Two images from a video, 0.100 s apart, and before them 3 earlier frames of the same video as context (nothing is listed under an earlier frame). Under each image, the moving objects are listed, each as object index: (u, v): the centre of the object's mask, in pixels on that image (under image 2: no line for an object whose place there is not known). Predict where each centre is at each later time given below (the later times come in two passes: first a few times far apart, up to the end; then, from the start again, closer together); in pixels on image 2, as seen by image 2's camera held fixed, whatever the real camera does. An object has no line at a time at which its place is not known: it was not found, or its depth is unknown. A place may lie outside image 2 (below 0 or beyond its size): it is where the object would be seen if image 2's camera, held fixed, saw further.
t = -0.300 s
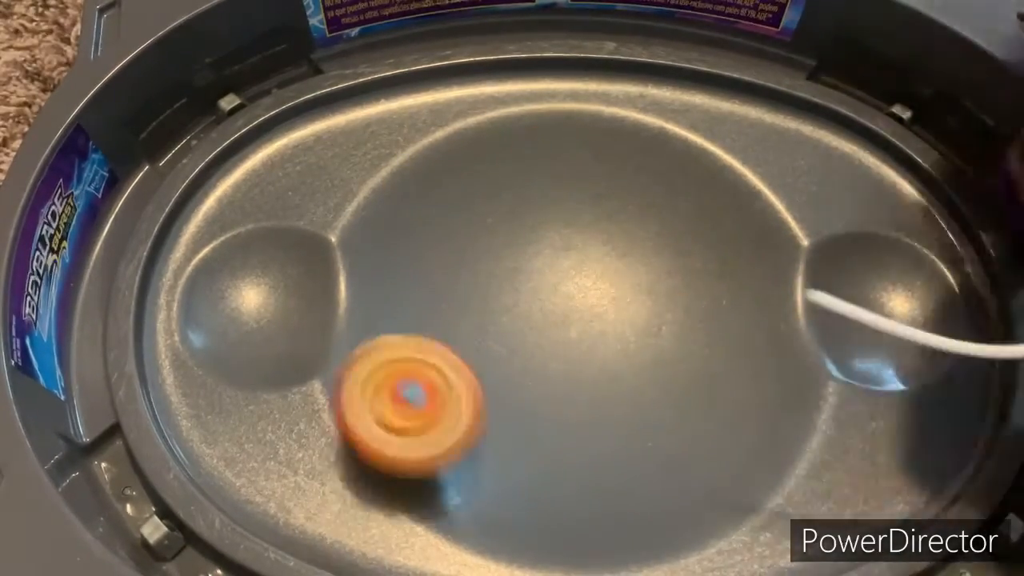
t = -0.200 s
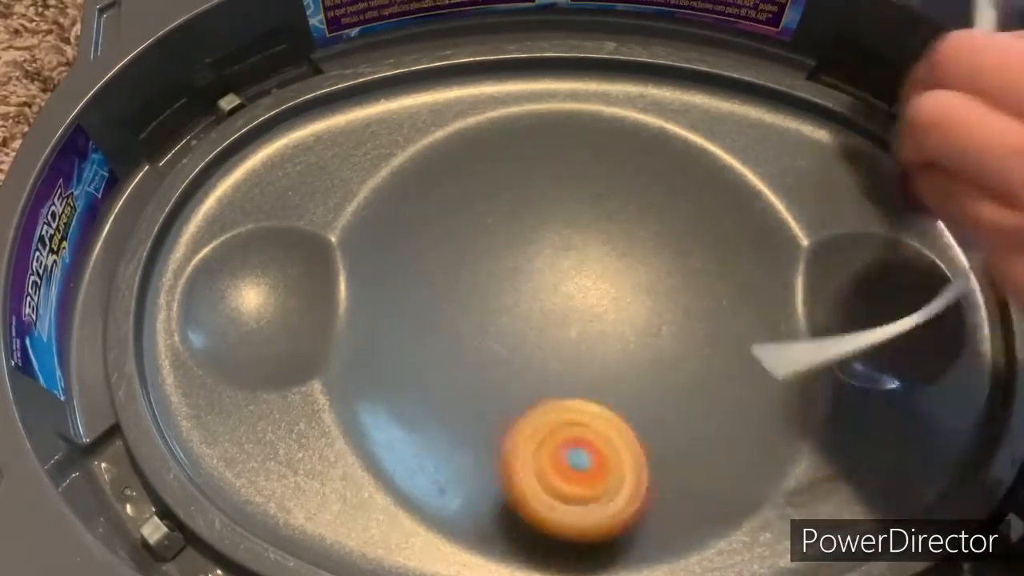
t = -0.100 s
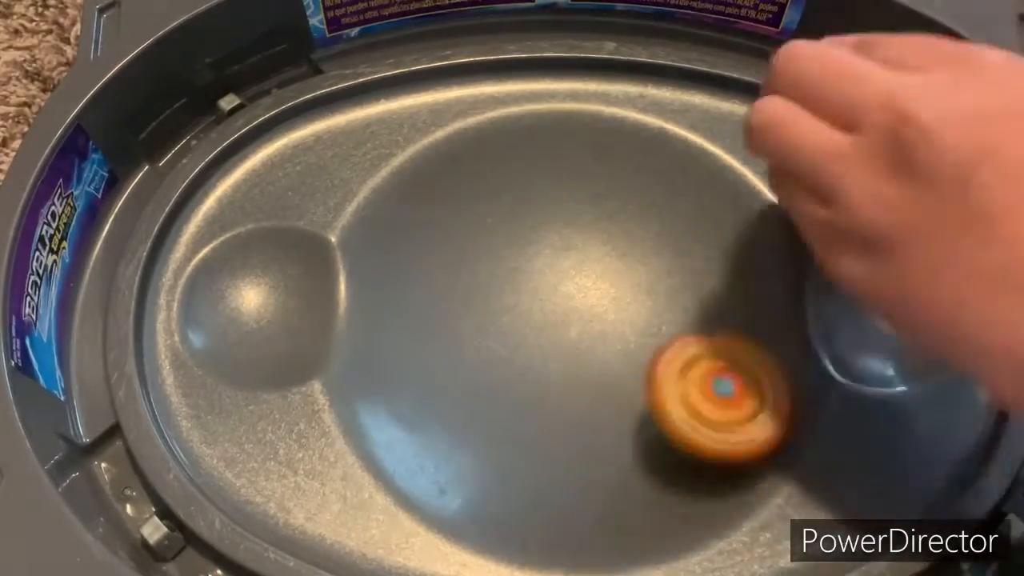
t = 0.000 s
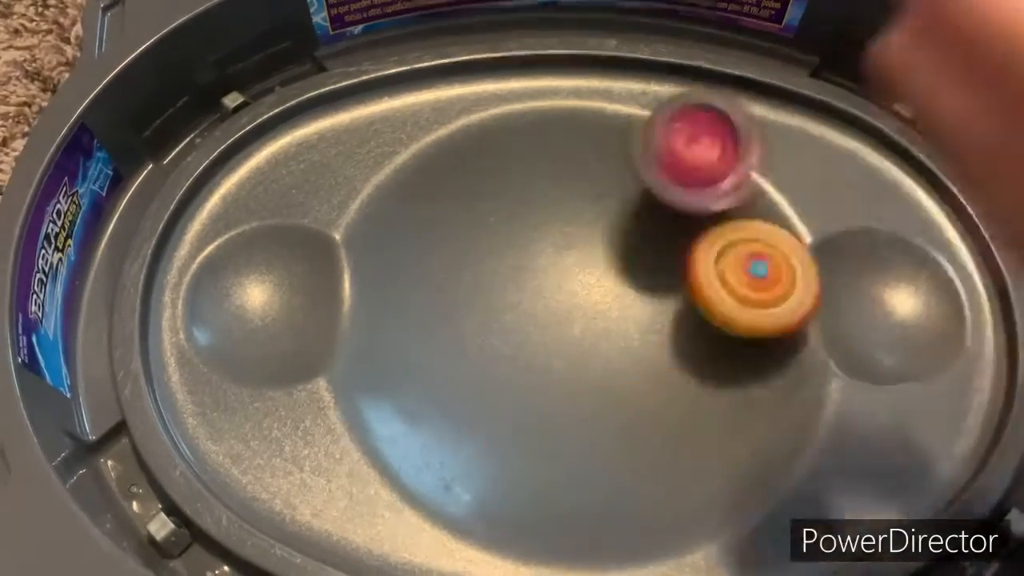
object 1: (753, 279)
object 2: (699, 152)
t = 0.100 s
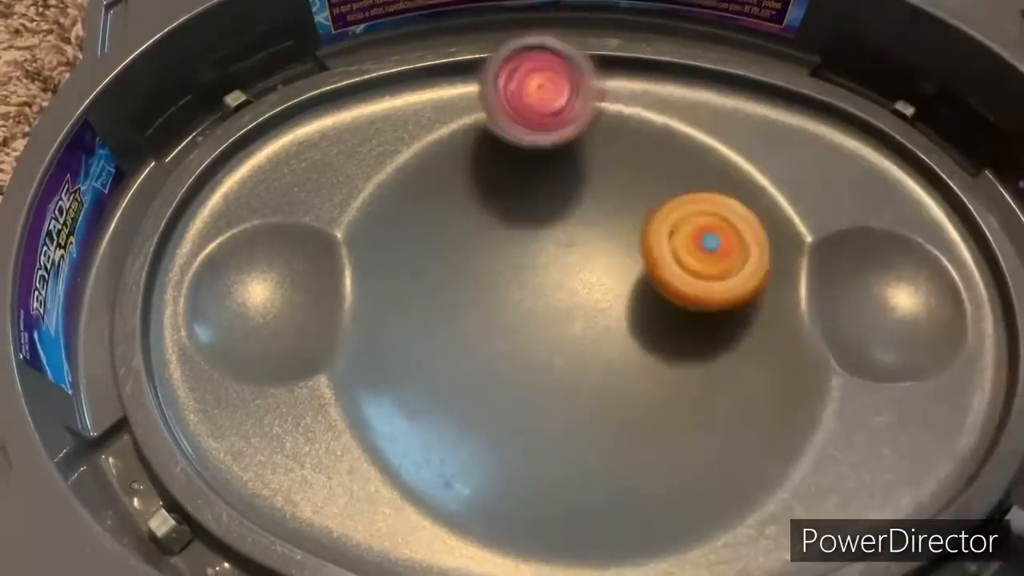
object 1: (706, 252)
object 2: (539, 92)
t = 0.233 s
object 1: (588, 232)
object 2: (372, 83)
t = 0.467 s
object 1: (513, 307)
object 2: (360, 171)
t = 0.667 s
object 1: (713, 373)
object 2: (541, 308)
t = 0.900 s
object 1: (823, 300)
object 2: (687, 216)
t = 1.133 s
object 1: (872, 283)
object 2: (511, 167)
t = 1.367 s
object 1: (903, 268)
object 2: (529, 447)
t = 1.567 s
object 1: (856, 289)
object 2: (836, 419)
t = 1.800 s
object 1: (937, 170)
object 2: (961, 360)
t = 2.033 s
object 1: (776, 105)
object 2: (884, 235)
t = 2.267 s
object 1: (593, 84)
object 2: (634, 320)
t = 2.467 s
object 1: (446, 215)
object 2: (463, 371)
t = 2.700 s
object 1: (470, 302)
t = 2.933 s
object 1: (613, 323)
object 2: (744, 305)
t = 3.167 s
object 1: (647, 258)
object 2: (560, 103)
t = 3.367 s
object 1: (633, 248)
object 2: (287, 297)
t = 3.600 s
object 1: (607, 305)
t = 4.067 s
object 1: (684, 306)
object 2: (553, 423)
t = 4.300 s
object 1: (664, 220)
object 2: (595, 318)
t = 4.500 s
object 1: (642, 174)
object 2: (435, 285)
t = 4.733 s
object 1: (589, 249)
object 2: (502, 361)
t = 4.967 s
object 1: (698, 288)
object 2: (526, 350)
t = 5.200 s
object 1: (660, 345)
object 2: (499, 281)
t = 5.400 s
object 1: (586, 339)
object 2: (459, 272)
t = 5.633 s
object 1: (655, 322)
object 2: (430, 261)
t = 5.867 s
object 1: (687, 256)
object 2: (555, 275)
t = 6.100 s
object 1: (715, 283)
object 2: (599, 189)
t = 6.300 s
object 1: (598, 348)
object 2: (591, 201)
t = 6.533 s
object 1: (539, 377)
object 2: (618, 274)
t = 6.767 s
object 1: (549, 356)
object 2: (712, 286)
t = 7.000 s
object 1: (576, 300)
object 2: (683, 291)
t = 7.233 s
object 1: (576, 264)
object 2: (638, 341)
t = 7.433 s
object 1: (632, 258)
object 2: (599, 377)
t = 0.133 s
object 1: (678, 246)
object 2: (488, 84)
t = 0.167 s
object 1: (648, 241)
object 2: (444, 81)
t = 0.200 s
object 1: (617, 236)
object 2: (405, 80)
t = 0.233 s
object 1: (588, 232)
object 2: (372, 83)
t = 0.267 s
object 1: (562, 233)
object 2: (348, 93)
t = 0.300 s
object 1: (538, 238)
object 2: (332, 104)
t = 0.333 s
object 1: (519, 248)
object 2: (322, 114)
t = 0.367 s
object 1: (507, 260)
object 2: (320, 128)
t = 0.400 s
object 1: (502, 276)
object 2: (327, 142)
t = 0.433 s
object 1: (503, 291)
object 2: (341, 154)
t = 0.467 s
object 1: (513, 307)
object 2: (360, 171)
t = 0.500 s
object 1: (528, 321)
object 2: (385, 197)
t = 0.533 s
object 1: (546, 331)
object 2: (422, 232)
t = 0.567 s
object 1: (575, 340)
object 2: (463, 265)
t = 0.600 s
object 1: (626, 361)
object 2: (480, 281)
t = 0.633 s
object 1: (674, 372)
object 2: (507, 297)
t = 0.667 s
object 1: (713, 373)
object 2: (541, 308)
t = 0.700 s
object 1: (739, 368)
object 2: (580, 314)
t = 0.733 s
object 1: (760, 361)
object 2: (610, 317)
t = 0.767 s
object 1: (781, 349)
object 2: (643, 309)
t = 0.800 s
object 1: (803, 340)
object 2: (666, 288)
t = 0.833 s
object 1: (816, 332)
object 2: (677, 267)
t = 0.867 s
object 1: (822, 319)
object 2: (687, 244)
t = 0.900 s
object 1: (823, 300)
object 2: (687, 216)
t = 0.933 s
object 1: (820, 284)
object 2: (679, 193)
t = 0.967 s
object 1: (824, 272)
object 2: (666, 172)
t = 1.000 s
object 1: (828, 262)
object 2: (640, 153)
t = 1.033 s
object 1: (832, 259)
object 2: (612, 144)
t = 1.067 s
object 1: (843, 266)
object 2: (579, 140)
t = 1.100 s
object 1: (859, 272)
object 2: (542, 149)
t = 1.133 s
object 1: (872, 283)
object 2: (511, 167)
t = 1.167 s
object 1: (893, 294)
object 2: (483, 193)
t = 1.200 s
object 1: (912, 299)
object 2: (464, 229)
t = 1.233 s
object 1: (922, 300)
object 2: (453, 270)
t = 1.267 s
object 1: (928, 299)
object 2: (451, 315)
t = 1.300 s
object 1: (924, 288)
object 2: (467, 363)
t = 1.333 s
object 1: (913, 278)
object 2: (488, 405)
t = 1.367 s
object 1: (903, 268)
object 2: (529, 447)
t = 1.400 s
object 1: (887, 258)
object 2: (570, 475)
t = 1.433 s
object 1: (875, 257)
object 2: (631, 495)
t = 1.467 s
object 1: (864, 258)
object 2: (685, 494)
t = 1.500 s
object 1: (855, 265)
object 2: (743, 480)
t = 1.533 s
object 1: (853, 278)
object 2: (790, 452)
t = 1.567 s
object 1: (856, 289)
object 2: (836, 419)
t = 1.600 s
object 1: (867, 284)
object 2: (871, 401)
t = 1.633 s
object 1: (891, 256)
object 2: (901, 404)
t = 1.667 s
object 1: (914, 226)
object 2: (930, 415)
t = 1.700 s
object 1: (932, 202)
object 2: (952, 410)
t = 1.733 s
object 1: (940, 188)
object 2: (964, 399)
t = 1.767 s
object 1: (943, 177)
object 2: (961, 380)
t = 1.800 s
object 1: (937, 170)
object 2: (961, 360)
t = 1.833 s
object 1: (920, 167)
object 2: (964, 346)
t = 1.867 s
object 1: (901, 163)
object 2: (964, 330)
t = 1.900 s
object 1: (882, 159)
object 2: (962, 309)
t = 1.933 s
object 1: (861, 154)
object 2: (955, 286)
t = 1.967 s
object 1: (839, 148)
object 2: (931, 256)
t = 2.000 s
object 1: (806, 125)
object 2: (909, 240)
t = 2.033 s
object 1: (776, 105)
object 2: (884, 235)
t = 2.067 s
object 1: (750, 87)
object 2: (856, 240)
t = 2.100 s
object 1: (724, 72)
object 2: (831, 251)
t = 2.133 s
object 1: (702, 63)
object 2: (806, 273)
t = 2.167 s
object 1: (671, 66)
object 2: (772, 293)
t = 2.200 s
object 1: (647, 69)
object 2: (721, 307)
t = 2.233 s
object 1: (621, 74)
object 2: (676, 314)
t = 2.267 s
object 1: (593, 84)
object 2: (634, 320)
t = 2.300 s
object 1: (565, 101)
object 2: (591, 321)
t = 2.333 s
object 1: (535, 122)
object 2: (556, 324)
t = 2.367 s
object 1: (507, 150)
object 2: (526, 325)
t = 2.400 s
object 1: (479, 177)
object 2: (502, 330)
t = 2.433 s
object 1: (457, 210)
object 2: (479, 336)
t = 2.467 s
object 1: (446, 215)
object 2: (463, 371)
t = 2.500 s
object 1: (440, 221)
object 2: (457, 406)
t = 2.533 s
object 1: (437, 230)
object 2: (460, 441)
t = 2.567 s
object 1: (437, 243)
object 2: (476, 475)
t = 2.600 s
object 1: (438, 259)
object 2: (502, 500)
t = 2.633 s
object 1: (445, 273)
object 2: (530, 515)
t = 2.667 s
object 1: (456, 288)
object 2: (559, 521)
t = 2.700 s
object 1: (470, 302)
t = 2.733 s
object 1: (488, 316)
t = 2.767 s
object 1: (509, 326)
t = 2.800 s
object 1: (530, 331)
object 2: (680, 479)
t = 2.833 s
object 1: (555, 332)
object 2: (709, 448)
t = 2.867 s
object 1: (577, 333)
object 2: (734, 406)
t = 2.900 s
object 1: (597, 329)
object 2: (746, 356)
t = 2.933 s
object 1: (613, 323)
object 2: (744, 305)
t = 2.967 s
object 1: (622, 311)
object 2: (745, 258)
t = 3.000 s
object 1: (630, 299)
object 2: (737, 214)
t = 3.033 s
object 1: (638, 290)
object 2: (717, 176)
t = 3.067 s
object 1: (643, 279)
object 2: (688, 144)
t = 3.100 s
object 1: (648, 270)
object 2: (652, 122)
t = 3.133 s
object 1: (649, 265)
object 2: (608, 107)
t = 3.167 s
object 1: (647, 258)
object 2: (560, 103)
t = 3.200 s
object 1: (647, 248)
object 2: (509, 109)
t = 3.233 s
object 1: (649, 245)
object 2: (456, 126)
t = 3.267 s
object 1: (644, 244)
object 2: (406, 155)
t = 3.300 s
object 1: (640, 242)
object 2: (361, 190)
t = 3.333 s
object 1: (636, 243)
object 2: (325, 239)
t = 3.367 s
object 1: (633, 248)
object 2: (287, 297)
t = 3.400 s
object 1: (624, 253)
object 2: (251, 328)
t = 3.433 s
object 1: (618, 259)
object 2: (221, 353)
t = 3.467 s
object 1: (614, 267)
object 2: (195, 382)
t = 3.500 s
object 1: (614, 276)
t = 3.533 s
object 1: (609, 286)
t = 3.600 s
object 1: (607, 305)
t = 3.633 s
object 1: (608, 316)
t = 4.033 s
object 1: (653, 335)
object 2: (554, 420)
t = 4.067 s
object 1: (684, 306)
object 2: (553, 423)
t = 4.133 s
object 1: (716, 259)
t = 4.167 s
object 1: (717, 244)
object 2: (594, 395)
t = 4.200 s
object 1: (710, 234)
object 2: (598, 379)
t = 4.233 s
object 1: (697, 228)
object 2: (604, 360)
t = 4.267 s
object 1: (680, 224)
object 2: (606, 340)
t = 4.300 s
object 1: (664, 220)
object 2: (595, 318)
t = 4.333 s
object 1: (672, 200)
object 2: (565, 307)
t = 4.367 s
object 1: (673, 184)
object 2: (537, 296)
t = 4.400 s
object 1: (670, 175)
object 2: (504, 287)
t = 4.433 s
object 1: (663, 172)
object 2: (477, 282)
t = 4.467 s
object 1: (653, 171)
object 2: (456, 282)
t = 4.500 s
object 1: (642, 174)
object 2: (435, 285)
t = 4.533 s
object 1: (630, 181)
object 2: (422, 293)
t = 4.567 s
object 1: (619, 190)
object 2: (420, 308)
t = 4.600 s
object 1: (609, 200)
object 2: (419, 322)
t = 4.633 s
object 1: (601, 212)
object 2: (433, 340)
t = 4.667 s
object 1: (594, 224)
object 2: (456, 352)
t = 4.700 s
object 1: (591, 236)
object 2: (473, 357)
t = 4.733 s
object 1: (589, 249)
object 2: (502, 361)
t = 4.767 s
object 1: (589, 260)
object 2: (526, 356)
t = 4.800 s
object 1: (598, 270)
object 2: (533, 352)
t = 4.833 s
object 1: (629, 271)
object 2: (525, 355)
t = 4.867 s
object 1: (660, 272)
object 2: (514, 354)
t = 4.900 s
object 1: (685, 274)
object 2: (516, 353)
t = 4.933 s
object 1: (697, 279)
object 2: (516, 352)
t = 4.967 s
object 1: (698, 288)
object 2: (526, 350)
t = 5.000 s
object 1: (691, 299)
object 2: (530, 344)
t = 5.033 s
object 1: (684, 307)
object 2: (543, 338)
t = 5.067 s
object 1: (678, 316)
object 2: (542, 329)
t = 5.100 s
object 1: (680, 326)
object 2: (536, 315)
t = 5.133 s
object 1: (680, 336)
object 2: (522, 301)
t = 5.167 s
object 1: (673, 341)
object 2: (512, 290)
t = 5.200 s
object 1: (660, 345)
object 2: (499, 281)
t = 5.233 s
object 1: (645, 347)
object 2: (489, 274)
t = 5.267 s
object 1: (630, 346)
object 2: (478, 269)
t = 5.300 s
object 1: (617, 345)
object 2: (468, 266)
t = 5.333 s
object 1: (602, 341)
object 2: (463, 268)
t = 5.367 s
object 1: (589, 336)
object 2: (459, 271)
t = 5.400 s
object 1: (586, 339)
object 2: (459, 272)
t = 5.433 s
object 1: (608, 347)
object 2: (437, 256)
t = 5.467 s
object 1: (628, 353)
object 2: (425, 248)
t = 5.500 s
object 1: (642, 354)
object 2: (414, 243)
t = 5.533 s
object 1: (651, 352)
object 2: (409, 238)
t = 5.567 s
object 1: (654, 344)
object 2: (413, 244)
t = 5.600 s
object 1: (655, 334)
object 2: (416, 250)
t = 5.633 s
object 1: (655, 322)
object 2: (430, 261)
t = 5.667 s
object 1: (657, 309)
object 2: (440, 272)
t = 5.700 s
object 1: (660, 299)
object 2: (453, 276)
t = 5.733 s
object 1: (664, 288)
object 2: (477, 284)
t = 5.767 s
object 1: (665, 278)
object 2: (495, 286)
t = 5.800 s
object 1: (670, 270)
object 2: (519, 282)
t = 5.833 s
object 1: (673, 259)
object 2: (544, 283)
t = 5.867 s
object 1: (687, 256)
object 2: (555, 275)
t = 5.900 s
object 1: (707, 252)
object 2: (566, 262)
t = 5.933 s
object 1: (721, 251)
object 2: (577, 251)
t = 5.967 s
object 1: (724, 253)
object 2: (584, 236)
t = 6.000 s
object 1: (726, 257)
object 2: (595, 221)
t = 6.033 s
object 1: (728, 264)
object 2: (597, 210)
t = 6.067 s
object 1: (723, 273)
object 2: (594, 200)
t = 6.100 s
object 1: (715, 283)
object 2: (599, 189)
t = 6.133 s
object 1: (703, 292)
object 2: (601, 187)
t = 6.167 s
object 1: (688, 304)
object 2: (599, 186)
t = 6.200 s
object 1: (667, 316)
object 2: (598, 183)
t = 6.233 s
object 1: (645, 325)
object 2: (601, 188)
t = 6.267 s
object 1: (622, 336)
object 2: (596, 195)
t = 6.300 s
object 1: (598, 348)
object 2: (591, 201)
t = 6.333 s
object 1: (578, 357)
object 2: (593, 206)
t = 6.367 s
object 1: (558, 367)
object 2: (592, 219)
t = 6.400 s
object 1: (542, 372)
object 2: (592, 229)
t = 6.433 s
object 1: (534, 378)
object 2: (597, 238)
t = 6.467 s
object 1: (530, 380)
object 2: (606, 252)
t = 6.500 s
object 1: (532, 379)
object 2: (611, 267)
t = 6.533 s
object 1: (539, 377)
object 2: (618, 274)
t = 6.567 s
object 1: (539, 377)
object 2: (636, 282)
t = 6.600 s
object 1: (537, 381)
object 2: (660, 286)
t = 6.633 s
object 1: (535, 378)
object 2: (676, 288)
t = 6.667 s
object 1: (538, 377)
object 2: (687, 287)
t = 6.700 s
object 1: (539, 374)
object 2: (702, 285)
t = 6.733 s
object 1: (544, 365)
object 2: (709, 287)
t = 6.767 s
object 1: (549, 356)
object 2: (712, 286)
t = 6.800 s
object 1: (553, 348)
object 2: (712, 285)
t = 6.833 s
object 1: (559, 342)
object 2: (714, 281)
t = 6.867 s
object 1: (569, 334)
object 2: (711, 283)
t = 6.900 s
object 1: (576, 327)
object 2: (701, 284)
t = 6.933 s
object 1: (582, 320)
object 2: (690, 284)
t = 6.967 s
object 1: (583, 314)
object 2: (682, 284)
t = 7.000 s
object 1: (576, 300)
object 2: (683, 291)
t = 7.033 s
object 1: (569, 288)
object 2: (677, 299)
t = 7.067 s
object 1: (566, 279)
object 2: (671, 303)
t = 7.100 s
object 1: (564, 273)
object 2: (667, 309)
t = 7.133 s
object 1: (564, 271)
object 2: (663, 315)
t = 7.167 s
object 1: (566, 270)
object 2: (657, 324)
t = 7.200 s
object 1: (568, 269)
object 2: (646, 332)
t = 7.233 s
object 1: (576, 264)
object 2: (638, 341)
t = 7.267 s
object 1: (586, 261)
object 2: (630, 349)
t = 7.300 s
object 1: (597, 259)
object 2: (626, 355)
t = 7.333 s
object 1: (609, 258)
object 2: (620, 363)
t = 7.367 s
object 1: (619, 259)
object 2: (611, 370)
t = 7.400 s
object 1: (626, 258)
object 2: (604, 373)
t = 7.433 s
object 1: (632, 258)
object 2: (599, 377)
